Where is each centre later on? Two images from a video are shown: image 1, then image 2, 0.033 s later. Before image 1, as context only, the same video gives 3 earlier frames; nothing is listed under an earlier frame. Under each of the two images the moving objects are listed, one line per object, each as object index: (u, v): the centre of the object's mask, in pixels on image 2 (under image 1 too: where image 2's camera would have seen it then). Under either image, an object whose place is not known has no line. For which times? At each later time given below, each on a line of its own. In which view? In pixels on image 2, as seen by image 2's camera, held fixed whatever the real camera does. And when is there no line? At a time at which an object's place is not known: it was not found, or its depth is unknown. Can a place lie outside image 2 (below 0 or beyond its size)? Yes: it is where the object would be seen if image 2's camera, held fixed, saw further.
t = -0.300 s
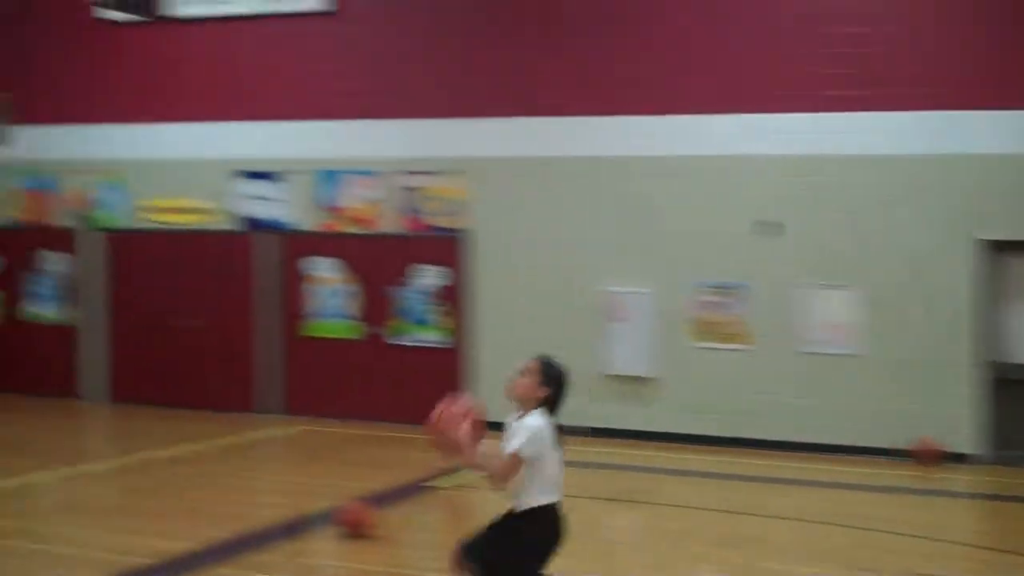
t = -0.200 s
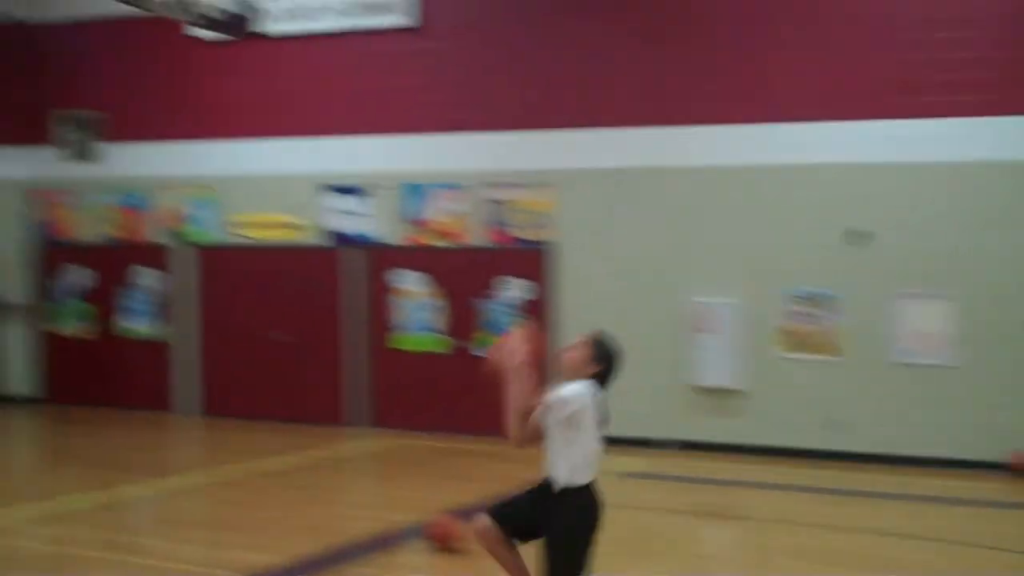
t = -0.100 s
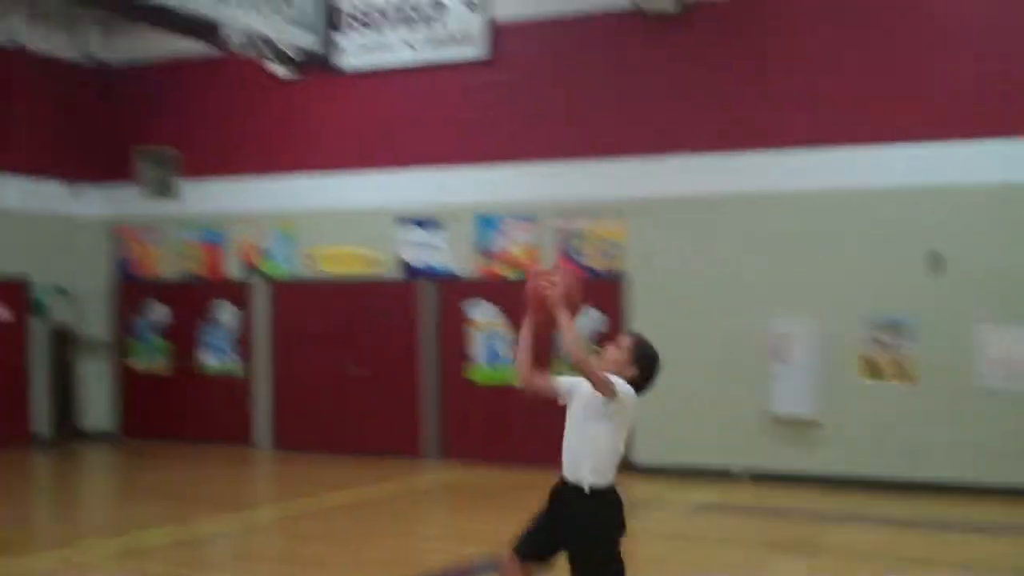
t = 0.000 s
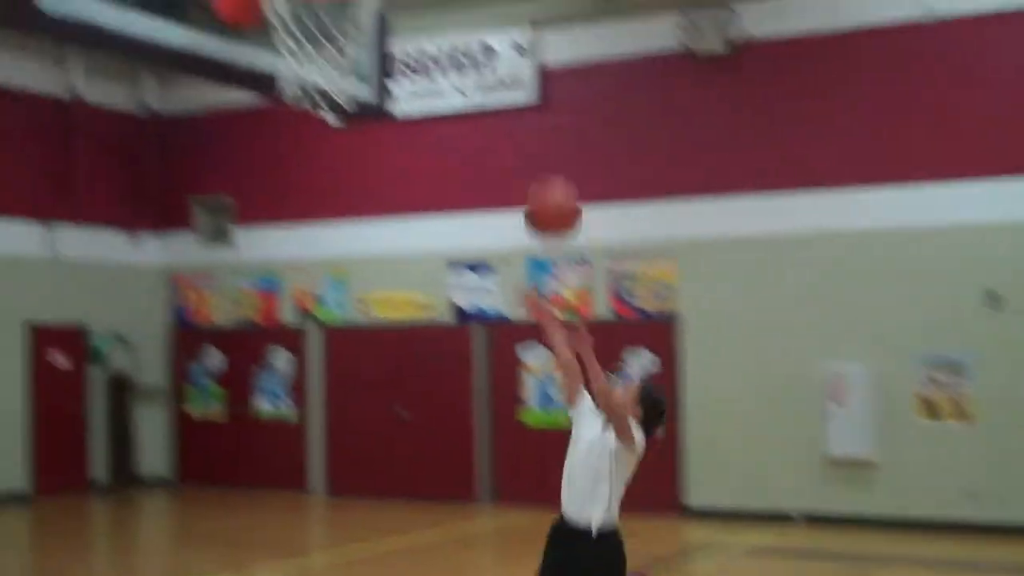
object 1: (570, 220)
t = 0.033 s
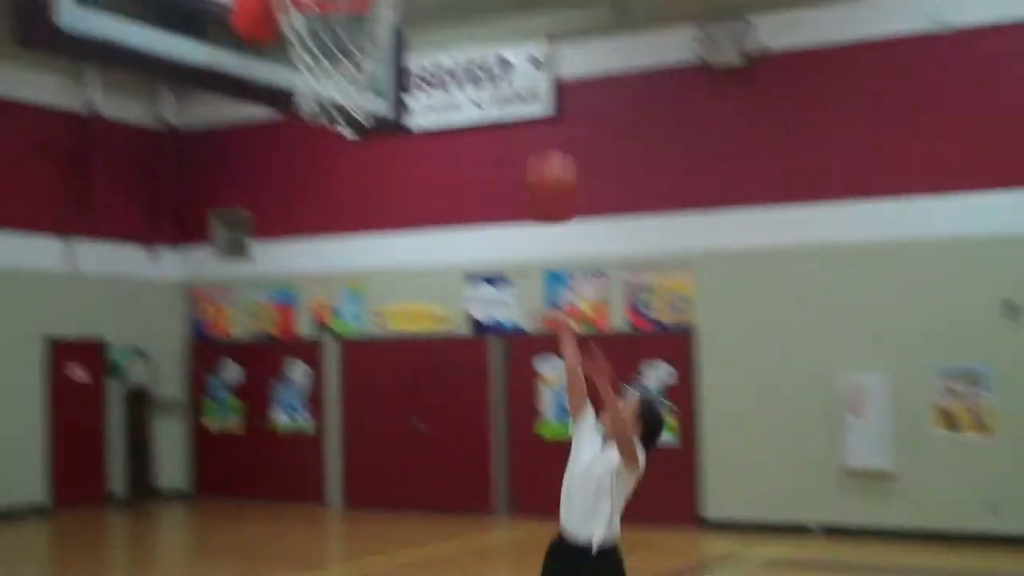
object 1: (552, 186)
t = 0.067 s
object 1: (533, 146)
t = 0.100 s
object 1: (513, 117)
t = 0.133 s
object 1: (495, 84)
